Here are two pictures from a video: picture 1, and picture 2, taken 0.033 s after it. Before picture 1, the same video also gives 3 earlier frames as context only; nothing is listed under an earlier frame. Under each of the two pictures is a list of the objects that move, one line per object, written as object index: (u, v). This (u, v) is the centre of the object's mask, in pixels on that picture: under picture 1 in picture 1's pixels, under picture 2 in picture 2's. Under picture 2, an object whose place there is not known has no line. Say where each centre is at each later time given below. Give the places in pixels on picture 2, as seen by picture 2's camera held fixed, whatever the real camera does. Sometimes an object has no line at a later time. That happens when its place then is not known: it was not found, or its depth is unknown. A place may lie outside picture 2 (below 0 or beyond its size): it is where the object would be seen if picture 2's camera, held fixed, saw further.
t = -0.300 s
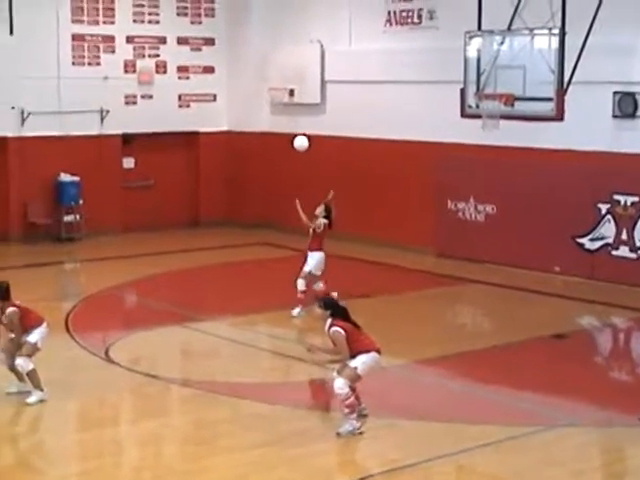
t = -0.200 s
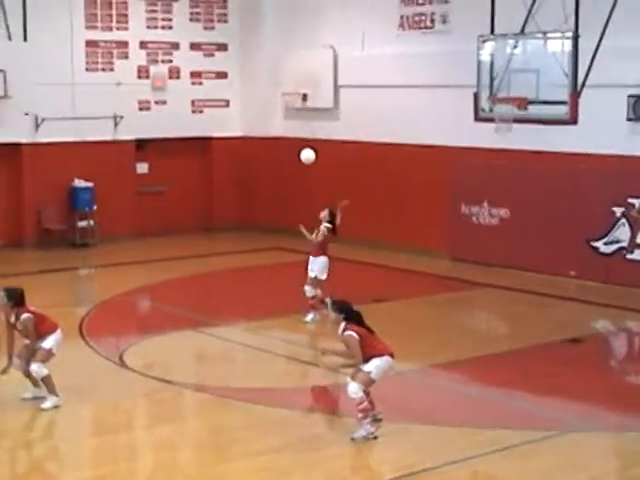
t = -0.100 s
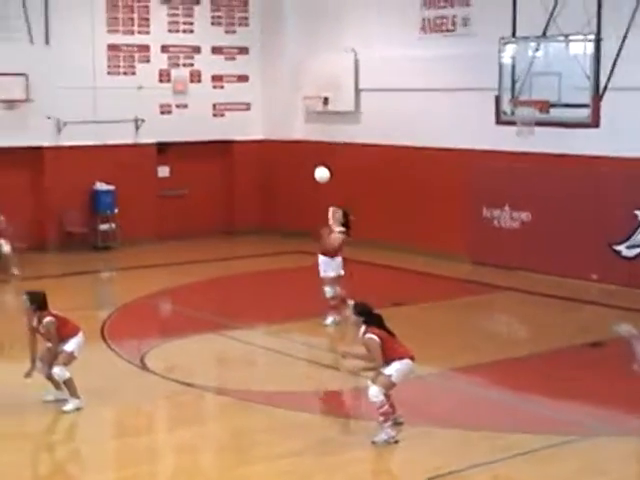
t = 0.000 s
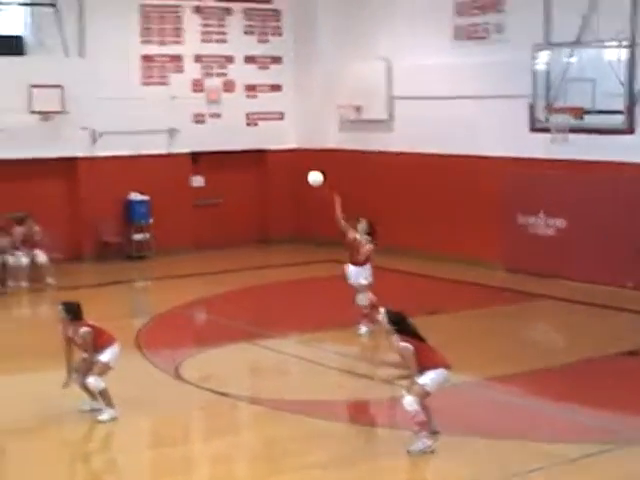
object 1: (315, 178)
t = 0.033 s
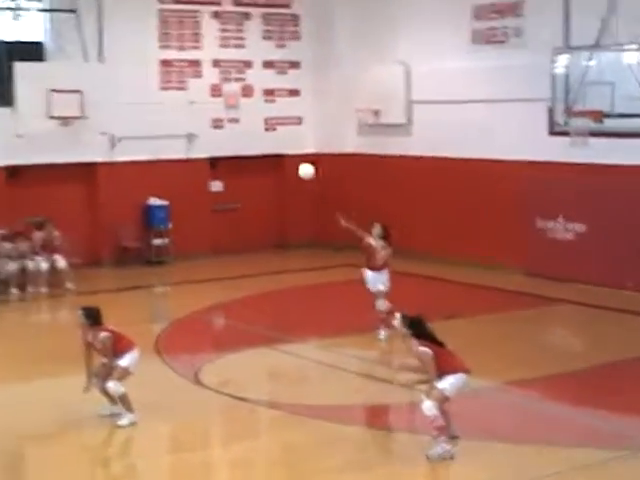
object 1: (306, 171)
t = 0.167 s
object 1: (192, 124)
